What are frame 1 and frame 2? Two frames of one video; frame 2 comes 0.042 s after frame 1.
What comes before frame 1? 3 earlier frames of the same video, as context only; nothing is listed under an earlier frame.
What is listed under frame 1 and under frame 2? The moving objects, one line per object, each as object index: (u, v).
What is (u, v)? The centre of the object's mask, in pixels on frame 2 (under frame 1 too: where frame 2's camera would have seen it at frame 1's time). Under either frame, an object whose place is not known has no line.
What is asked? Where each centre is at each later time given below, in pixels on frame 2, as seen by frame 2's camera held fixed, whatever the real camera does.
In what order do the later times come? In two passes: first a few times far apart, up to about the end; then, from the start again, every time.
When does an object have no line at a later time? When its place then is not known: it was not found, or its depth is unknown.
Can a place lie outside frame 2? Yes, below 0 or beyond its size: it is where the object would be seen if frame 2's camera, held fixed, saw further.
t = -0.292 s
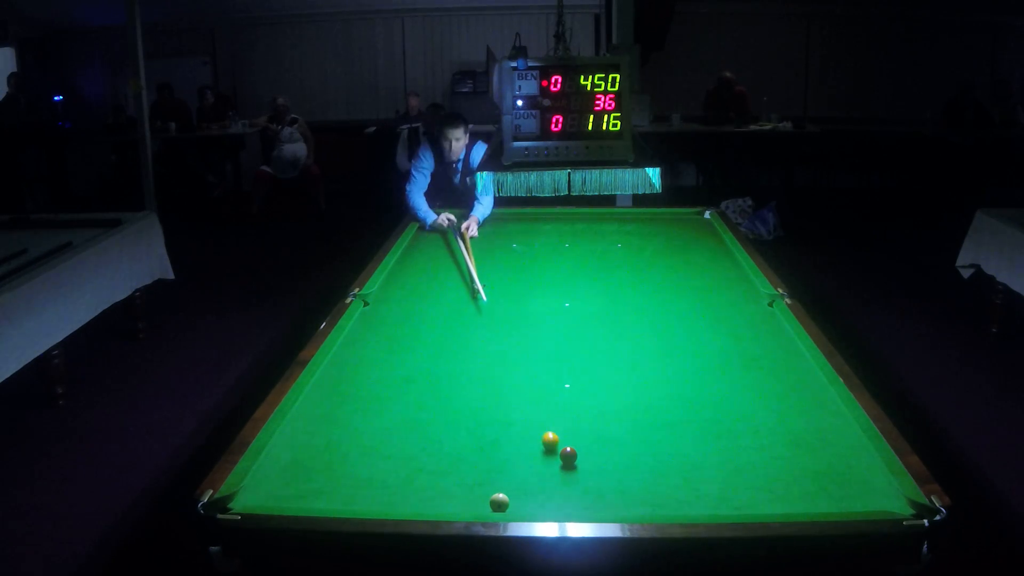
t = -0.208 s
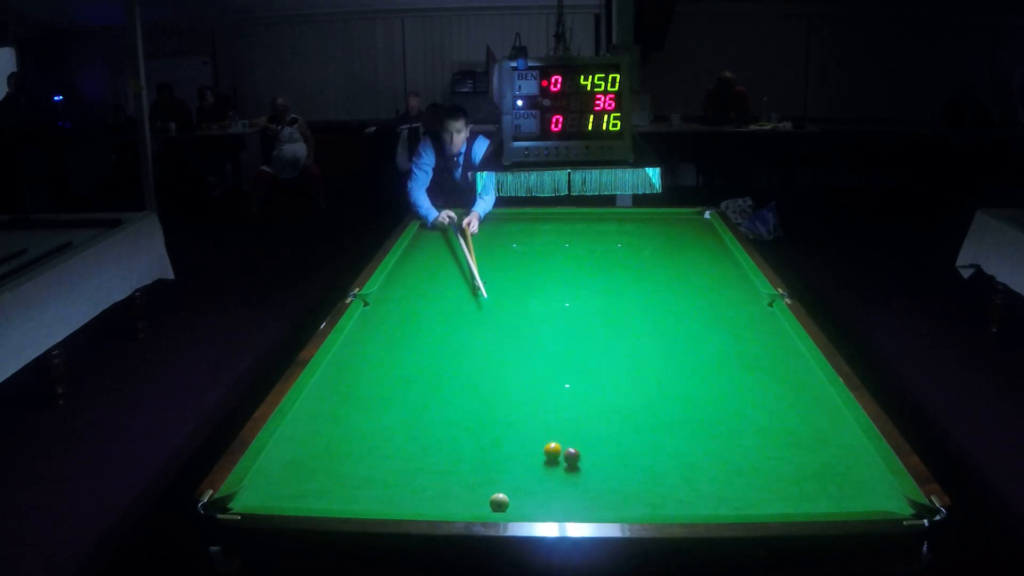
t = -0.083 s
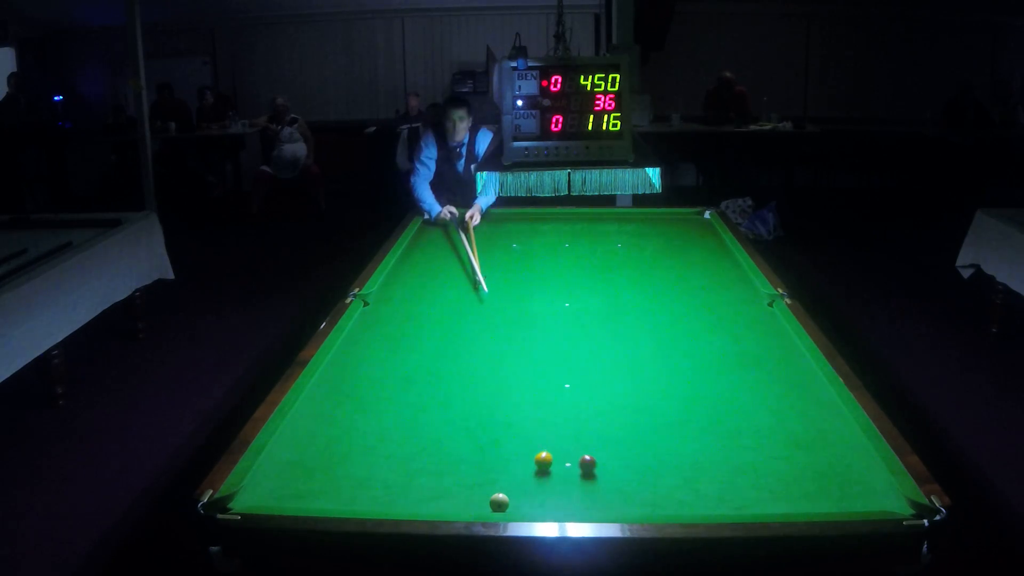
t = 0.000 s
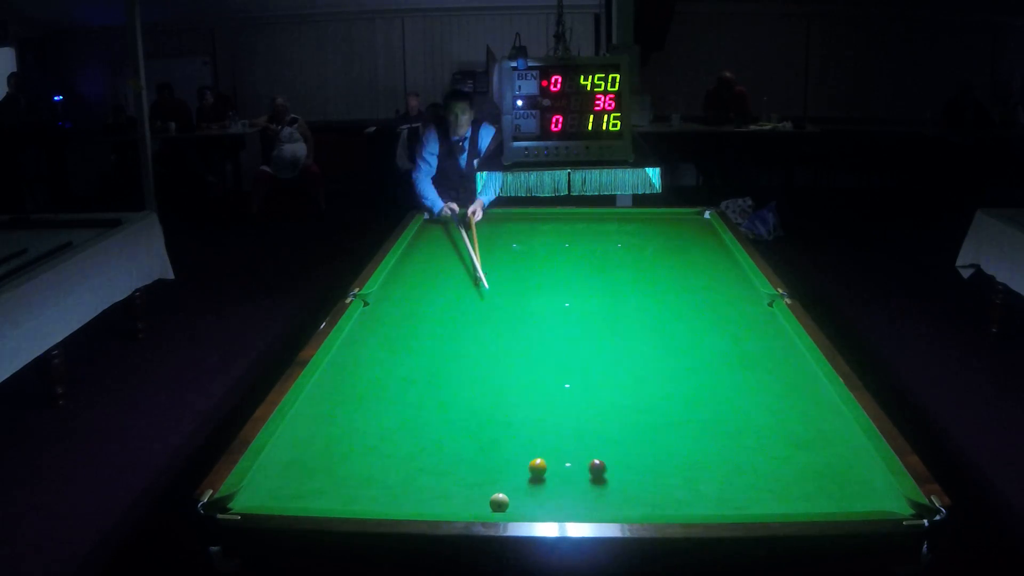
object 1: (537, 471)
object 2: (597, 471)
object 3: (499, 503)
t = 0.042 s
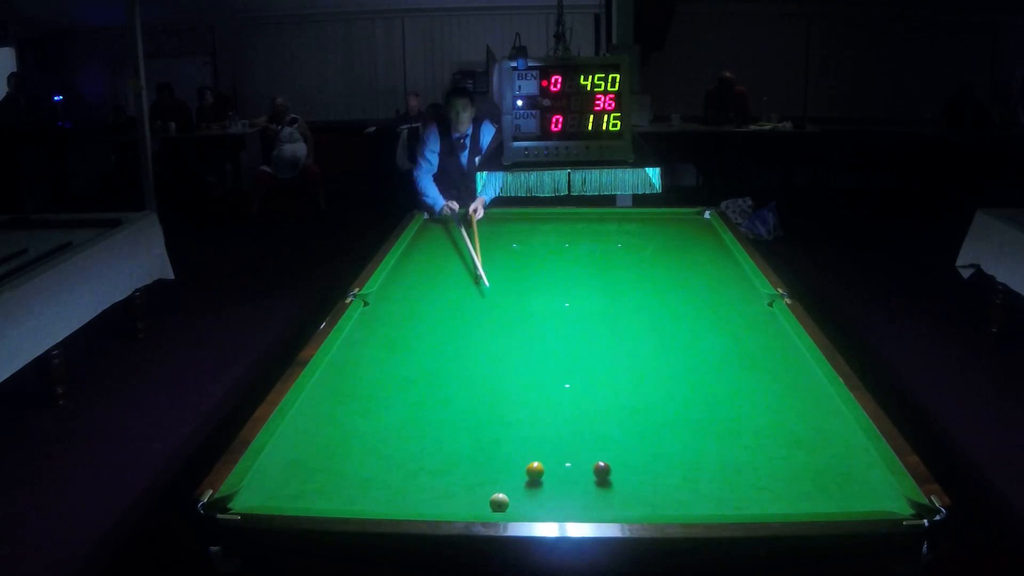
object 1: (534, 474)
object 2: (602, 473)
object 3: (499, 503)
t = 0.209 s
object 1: (523, 488)
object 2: (621, 482)
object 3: (499, 503)
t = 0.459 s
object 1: (516, 501)
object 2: (650, 496)
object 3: (489, 506)
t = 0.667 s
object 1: (520, 505)
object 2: (673, 503)
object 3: (479, 505)
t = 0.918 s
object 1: (524, 506)
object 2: (697, 508)
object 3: (471, 501)
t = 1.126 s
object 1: (527, 504)
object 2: (709, 504)
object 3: (465, 496)
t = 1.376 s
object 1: (529, 502)
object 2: (722, 499)
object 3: (460, 493)
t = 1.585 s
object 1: (531, 501)
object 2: (732, 494)
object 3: (456, 491)
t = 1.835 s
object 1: (533, 500)
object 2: (742, 490)
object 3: (452, 489)
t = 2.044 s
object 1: (533, 500)
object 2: (750, 487)
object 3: (449, 487)
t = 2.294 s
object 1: (533, 501)
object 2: (757, 484)
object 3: (448, 487)
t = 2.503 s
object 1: (533, 501)
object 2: (762, 482)
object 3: (449, 487)
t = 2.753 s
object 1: (533, 501)
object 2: (767, 481)
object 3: (449, 487)
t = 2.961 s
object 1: (533, 501)
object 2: (769, 480)
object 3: (449, 487)
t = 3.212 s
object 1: (533, 500)
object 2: (770, 479)
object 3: (449, 488)
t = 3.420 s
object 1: (533, 500)
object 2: (770, 480)
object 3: (449, 488)
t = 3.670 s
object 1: (533, 501)
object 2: (770, 480)
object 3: (449, 488)
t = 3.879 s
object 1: (533, 500)
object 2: (770, 480)
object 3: (449, 487)
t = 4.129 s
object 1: (533, 500)
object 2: (771, 480)
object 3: (449, 487)
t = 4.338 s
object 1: (533, 500)
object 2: (770, 479)
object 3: (449, 487)
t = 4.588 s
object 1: (533, 500)
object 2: (770, 479)
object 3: (449, 487)
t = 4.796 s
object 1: (533, 500)
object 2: (770, 479)
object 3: (449, 488)
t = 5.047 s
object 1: (533, 501)
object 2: (770, 479)
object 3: (449, 487)
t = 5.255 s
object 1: (533, 500)
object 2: (770, 479)
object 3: (449, 487)
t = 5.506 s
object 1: (533, 501)
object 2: (770, 479)
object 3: (449, 487)
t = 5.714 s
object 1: (533, 501)
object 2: (770, 479)
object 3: (449, 487)
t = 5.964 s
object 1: (533, 501)
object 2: (771, 479)
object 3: (449, 487)
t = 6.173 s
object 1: (533, 501)
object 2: (771, 479)
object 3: (449, 487)
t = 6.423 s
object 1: (533, 501)
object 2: (771, 479)
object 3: (449, 487)
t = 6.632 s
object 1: (533, 501)
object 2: (771, 480)
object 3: (449, 487)
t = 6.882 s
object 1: (533, 501)
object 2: (771, 480)
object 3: (449, 487)
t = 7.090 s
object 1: (533, 501)
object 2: (771, 479)
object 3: (449, 488)
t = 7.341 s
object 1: (533, 501)
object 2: (771, 480)
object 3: (449, 488)
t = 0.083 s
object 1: (532, 478)
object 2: (607, 476)
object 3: (499, 503)
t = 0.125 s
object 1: (529, 481)
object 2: (612, 478)
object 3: (499, 503)
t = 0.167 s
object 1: (526, 485)
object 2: (616, 480)
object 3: (499, 503)
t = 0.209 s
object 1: (523, 488)
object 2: (621, 482)
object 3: (499, 503)
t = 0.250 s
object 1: (520, 490)
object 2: (626, 485)
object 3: (499, 503)
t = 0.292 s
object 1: (517, 492)
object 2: (631, 487)
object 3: (499, 503)
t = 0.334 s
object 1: (515, 495)
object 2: (636, 489)
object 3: (499, 503)
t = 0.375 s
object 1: (515, 497)
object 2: (640, 492)
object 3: (495, 504)
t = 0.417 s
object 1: (515, 498)
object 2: (645, 494)
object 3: (492, 505)
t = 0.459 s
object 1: (516, 501)
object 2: (650, 496)
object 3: (489, 506)
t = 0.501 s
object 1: (517, 502)
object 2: (655, 499)
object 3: (486, 507)
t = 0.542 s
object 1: (518, 503)
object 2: (659, 500)
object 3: (484, 506)
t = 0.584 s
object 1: (518, 504)
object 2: (664, 501)
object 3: (482, 506)
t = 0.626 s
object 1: (519, 504)
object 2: (668, 502)
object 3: (481, 505)
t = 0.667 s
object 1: (520, 505)
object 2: (673, 503)
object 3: (479, 505)
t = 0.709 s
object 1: (521, 506)
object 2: (677, 504)
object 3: (478, 504)
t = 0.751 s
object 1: (521, 507)
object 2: (682, 506)
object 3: (476, 504)
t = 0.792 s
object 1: (522, 507)
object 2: (686, 507)
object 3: (475, 503)
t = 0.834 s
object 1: (523, 507)
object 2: (691, 508)
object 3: (474, 502)
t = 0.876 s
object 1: (523, 506)
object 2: (694, 508)
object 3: (472, 502)
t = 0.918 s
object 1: (524, 506)
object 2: (697, 508)
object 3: (471, 501)
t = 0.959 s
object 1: (524, 506)
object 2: (699, 507)
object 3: (470, 501)
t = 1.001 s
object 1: (525, 505)
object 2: (702, 506)
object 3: (469, 500)
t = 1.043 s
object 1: (525, 505)
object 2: (704, 505)
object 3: (467, 500)
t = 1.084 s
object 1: (526, 505)
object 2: (707, 505)
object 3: (466, 499)
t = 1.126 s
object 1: (527, 504)
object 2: (709, 504)
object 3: (465, 496)
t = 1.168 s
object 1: (527, 504)
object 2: (711, 503)
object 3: (464, 496)
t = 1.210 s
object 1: (527, 503)
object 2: (714, 502)
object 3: (463, 495)
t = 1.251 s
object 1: (528, 503)
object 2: (716, 502)
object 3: (462, 495)
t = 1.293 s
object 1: (528, 503)
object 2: (718, 501)
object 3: (461, 494)
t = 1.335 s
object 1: (528, 502)
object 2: (720, 500)
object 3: (461, 494)
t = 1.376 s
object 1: (529, 502)
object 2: (722, 499)
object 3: (460, 493)
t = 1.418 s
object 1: (529, 502)
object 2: (724, 498)
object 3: (459, 492)
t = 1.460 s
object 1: (530, 502)
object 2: (726, 496)
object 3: (458, 492)
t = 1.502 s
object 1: (530, 502)
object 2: (728, 496)
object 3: (457, 491)
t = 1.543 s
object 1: (531, 502)
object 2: (730, 495)
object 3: (457, 491)
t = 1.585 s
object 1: (531, 501)
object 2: (732, 494)
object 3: (456, 491)
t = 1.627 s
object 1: (531, 501)
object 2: (734, 493)
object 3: (455, 490)
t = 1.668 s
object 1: (531, 501)
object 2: (736, 492)
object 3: (454, 490)
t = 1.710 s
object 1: (532, 501)
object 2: (737, 492)
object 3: (454, 490)
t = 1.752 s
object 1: (532, 501)
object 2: (739, 491)
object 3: (453, 489)
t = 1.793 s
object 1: (532, 500)
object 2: (741, 490)
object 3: (453, 489)
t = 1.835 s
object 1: (533, 500)
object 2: (742, 490)
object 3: (452, 489)
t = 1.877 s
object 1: (533, 500)
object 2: (744, 489)
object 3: (451, 488)
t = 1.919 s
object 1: (533, 500)
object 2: (745, 488)
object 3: (451, 488)
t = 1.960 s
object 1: (533, 500)
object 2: (747, 488)
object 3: (450, 488)
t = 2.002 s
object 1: (533, 500)
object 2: (748, 487)
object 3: (450, 488)
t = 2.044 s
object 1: (533, 500)
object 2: (750, 487)
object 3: (449, 487)
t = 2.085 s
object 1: (533, 500)
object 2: (751, 487)
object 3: (449, 487)
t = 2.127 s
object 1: (533, 501)
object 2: (752, 486)
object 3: (449, 488)
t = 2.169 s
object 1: (533, 501)
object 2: (754, 485)
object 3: (449, 488)
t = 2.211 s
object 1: (533, 501)
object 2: (755, 485)
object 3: (449, 487)
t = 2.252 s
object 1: (533, 501)
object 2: (756, 484)
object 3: (448, 487)
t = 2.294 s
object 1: (533, 501)
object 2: (757, 484)
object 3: (448, 487)
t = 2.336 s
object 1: (533, 501)
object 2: (758, 483)
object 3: (448, 487)
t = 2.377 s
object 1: (533, 501)
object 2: (759, 483)
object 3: (449, 487)
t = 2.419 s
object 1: (533, 501)
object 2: (760, 483)
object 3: (449, 487)
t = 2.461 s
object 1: (533, 501)
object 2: (762, 483)
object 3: (449, 487)
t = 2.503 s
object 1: (533, 501)
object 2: (762, 482)
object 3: (449, 487)
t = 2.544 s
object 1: (533, 501)
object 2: (763, 482)
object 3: (449, 487)
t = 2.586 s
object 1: (533, 501)
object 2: (764, 481)
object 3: (449, 488)
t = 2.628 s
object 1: (533, 501)
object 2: (765, 481)
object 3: (449, 487)
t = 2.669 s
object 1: (533, 501)
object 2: (766, 481)
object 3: (449, 487)
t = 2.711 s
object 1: (533, 500)
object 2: (766, 481)
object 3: (449, 488)
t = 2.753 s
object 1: (533, 501)
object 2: (767, 481)
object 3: (449, 487)
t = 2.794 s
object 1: (533, 501)
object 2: (767, 480)
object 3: (449, 487)
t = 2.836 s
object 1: (533, 500)
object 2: (768, 480)
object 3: (449, 487)
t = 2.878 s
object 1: (533, 500)
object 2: (768, 480)
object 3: (449, 487)
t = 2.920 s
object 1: (533, 501)
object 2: (769, 480)
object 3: (449, 487)
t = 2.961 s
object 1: (533, 501)
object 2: (769, 480)
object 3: (449, 487)
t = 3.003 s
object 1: (533, 501)
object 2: (769, 480)
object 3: (449, 487)
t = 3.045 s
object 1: (533, 501)
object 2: (769, 480)
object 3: (449, 488)
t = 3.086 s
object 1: (533, 501)
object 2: (770, 480)
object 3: (449, 488)
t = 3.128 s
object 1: (533, 500)
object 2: (770, 480)
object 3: (449, 488)
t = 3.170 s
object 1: (533, 501)
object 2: (770, 479)
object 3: (449, 488)
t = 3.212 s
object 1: (533, 500)
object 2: (770, 479)
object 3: (449, 488)
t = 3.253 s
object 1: (533, 501)
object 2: (770, 479)
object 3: (449, 488)
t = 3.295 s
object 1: (533, 501)
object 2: (770, 479)
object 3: (449, 487)
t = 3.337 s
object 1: (533, 501)
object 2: (770, 479)
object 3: (449, 488)
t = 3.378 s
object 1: (533, 500)
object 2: (770, 480)
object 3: (449, 488)
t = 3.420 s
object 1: (533, 500)
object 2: (770, 480)
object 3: (449, 488)
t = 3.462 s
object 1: (533, 500)
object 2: (770, 480)
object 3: (449, 488)
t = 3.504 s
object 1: (533, 500)
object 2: (770, 479)
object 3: (449, 488)
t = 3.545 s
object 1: (533, 500)
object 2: (770, 480)
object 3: (449, 488)
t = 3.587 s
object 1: (533, 500)
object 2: (770, 479)
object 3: (449, 488)
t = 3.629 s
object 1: (533, 500)
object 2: (770, 480)
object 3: (449, 488)
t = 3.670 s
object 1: (533, 501)
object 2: (770, 480)
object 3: (449, 488)
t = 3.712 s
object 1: (533, 500)
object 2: (770, 480)
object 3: (449, 488)
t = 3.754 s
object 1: (533, 500)
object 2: (770, 479)
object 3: (449, 487)
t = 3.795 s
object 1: (533, 500)
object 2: (770, 479)
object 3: (449, 488)
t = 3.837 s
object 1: (533, 501)
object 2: (770, 479)
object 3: (449, 488)
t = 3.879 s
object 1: (533, 500)
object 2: (770, 480)
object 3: (449, 487)
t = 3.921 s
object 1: (533, 500)
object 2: (770, 480)
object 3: (449, 487)
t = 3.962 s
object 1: (533, 501)
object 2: (771, 480)
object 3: (449, 487)
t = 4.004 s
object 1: (533, 500)
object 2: (771, 480)
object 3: (449, 487)
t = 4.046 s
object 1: (533, 500)
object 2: (771, 480)
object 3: (449, 487)
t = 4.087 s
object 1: (533, 501)
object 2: (771, 480)
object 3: (449, 487)
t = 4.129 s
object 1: (533, 500)
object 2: (771, 480)
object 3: (449, 487)
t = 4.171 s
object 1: (533, 500)
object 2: (771, 480)
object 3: (449, 487)
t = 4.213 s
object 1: (533, 500)
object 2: (771, 479)
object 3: (449, 487)
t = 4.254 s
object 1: (533, 501)
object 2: (770, 479)
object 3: (449, 487)
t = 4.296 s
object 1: (533, 501)
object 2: (770, 479)
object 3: (449, 487)
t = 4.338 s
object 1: (533, 500)
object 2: (770, 479)
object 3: (449, 487)
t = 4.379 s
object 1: (533, 501)
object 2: (770, 479)
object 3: (449, 487)
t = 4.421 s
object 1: (533, 501)
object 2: (770, 479)
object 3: (449, 487)
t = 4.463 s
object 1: (533, 500)
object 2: (770, 479)
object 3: (449, 487)
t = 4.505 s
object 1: (533, 501)
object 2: (770, 479)
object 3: (449, 487)
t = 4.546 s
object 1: (533, 501)
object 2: (770, 479)
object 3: (449, 488)
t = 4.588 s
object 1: (533, 500)
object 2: (770, 479)
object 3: (449, 487)
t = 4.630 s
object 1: (533, 501)
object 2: (770, 479)
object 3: (449, 487)
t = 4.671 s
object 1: (533, 501)
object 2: (770, 479)
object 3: (449, 488)
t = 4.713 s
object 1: (533, 500)
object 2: (770, 479)
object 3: (449, 488)
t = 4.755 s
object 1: (533, 500)
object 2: (770, 479)
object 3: (449, 488)
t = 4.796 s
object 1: (533, 500)
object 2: (770, 479)
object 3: (449, 488)
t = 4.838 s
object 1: (533, 500)
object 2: (770, 479)
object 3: (449, 487)
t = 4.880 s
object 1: (533, 501)
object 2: (770, 479)
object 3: (449, 487)
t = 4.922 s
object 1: (533, 500)
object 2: (770, 479)
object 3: (449, 488)
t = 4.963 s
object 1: (533, 500)
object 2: (770, 479)
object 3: (449, 487)
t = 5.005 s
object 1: (533, 500)
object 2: (770, 479)
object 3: (449, 487)
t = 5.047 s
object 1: (533, 501)
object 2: (770, 479)
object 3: (449, 487)
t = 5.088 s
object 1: (533, 501)
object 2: (771, 479)
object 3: (449, 487)
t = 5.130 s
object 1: (533, 501)
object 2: (770, 480)
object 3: (449, 487)
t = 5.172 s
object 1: (533, 501)
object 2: (770, 479)
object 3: (449, 487)
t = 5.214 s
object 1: (533, 501)
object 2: (770, 479)
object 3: (449, 487)
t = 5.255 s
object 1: (533, 500)
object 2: (770, 479)
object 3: (449, 487)
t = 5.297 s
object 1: (533, 501)
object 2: (771, 479)
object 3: (449, 487)
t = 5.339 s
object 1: (533, 501)
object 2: (771, 479)
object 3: (449, 487)
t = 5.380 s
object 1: (533, 501)
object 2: (771, 479)
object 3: (449, 487)
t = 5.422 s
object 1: (533, 501)
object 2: (770, 479)
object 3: (449, 487)
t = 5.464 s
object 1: (533, 501)
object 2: (770, 479)
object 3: (449, 487)
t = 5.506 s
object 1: (533, 501)
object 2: (770, 479)
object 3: (449, 487)
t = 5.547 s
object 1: (533, 501)
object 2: (770, 479)
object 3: (449, 487)
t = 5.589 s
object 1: (533, 501)
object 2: (770, 479)
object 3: (449, 487)
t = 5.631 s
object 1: (533, 501)
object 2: (770, 479)
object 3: (449, 487)
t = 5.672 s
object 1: (533, 501)
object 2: (770, 479)
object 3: (449, 487)
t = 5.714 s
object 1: (533, 501)
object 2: (770, 479)
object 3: (449, 487)
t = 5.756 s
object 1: (533, 501)
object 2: (771, 479)
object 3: (449, 487)
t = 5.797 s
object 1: (533, 501)
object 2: (770, 479)
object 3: (449, 487)
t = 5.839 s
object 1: (533, 501)
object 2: (771, 479)
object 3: (449, 487)
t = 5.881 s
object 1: (533, 501)
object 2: (771, 479)
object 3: (449, 487)
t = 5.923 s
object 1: (533, 501)
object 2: (771, 479)
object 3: (449, 487)
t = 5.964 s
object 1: (533, 501)
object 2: (771, 479)
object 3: (449, 487)
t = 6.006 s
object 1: (533, 501)
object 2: (771, 479)
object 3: (449, 487)
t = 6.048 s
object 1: (533, 501)
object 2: (771, 479)
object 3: (449, 487)
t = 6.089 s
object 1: (533, 501)
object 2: (771, 479)
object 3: (449, 487)
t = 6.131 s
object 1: (533, 501)
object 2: (771, 480)
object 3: (449, 488)
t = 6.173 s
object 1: (533, 501)
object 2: (771, 479)
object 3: (449, 487)
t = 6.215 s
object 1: (533, 501)
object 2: (771, 479)
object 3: (449, 487)
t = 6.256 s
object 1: (533, 501)
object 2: (770, 479)
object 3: (449, 487)
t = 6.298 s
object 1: (533, 501)
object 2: (771, 479)
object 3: (449, 487)
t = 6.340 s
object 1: (533, 501)
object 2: (771, 479)
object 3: (449, 487)
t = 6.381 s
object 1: (533, 501)
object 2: (771, 480)
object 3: (449, 487)
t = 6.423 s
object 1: (533, 501)
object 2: (771, 479)
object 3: (449, 487)
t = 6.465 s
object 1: (533, 501)
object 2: (771, 479)
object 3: (449, 487)
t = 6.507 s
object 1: (533, 501)
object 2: (771, 480)
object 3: (449, 487)
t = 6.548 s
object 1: (533, 501)
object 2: (771, 480)
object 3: (449, 487)
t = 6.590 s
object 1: (533, 501)
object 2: (771, 479)
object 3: (449, 487)
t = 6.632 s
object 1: (533, 501)
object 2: (771, 480)
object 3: (449, 487)
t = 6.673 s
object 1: (533, 501)
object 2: (771, 479)
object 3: (449, 487)
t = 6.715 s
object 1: (533, 501)
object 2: (771, 479)
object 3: (449, 487)
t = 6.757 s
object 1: (533, 501)
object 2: (771, 479)
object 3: (449, 487)
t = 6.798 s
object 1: (533, 501)
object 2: (770, 480)
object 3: (449, 487)
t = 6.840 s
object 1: (533, 501)
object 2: (771, 480)
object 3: (449, 487)
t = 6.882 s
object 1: (533, 501)
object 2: (771, 480)
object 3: (449, 487)
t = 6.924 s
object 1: (533, 501)
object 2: (771, 480)
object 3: (449, 487)
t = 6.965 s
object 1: (533, 501)
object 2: (771, 480)
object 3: (449, 487)
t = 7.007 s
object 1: (533, 501)
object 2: (771, 479)
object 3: (449, 487)
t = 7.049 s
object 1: (533, 501)
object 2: (770, 479)
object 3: (449, 488)
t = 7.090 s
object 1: (533, 501)
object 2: (771, 479)
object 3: (449, 488)
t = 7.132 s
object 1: (533, 501)
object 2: (771, 479)
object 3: (449, 488)
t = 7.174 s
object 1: (533, 501)
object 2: (771, 479)
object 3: (449, 487)
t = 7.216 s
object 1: (533, 501)
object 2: (771, 480)
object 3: (449, 487)
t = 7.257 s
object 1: (533, 501)
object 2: (771, 480)
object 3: (449, 487)
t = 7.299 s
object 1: (533, 501)
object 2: (771, 480)
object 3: (449, 487)
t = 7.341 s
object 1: (533, 501)
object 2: (771, 480)
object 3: (449, 488)
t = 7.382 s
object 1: (533, 501)
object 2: (771, 480)
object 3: (449, 488)
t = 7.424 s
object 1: (533, 501)
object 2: (771, 479)
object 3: (449, 487)
